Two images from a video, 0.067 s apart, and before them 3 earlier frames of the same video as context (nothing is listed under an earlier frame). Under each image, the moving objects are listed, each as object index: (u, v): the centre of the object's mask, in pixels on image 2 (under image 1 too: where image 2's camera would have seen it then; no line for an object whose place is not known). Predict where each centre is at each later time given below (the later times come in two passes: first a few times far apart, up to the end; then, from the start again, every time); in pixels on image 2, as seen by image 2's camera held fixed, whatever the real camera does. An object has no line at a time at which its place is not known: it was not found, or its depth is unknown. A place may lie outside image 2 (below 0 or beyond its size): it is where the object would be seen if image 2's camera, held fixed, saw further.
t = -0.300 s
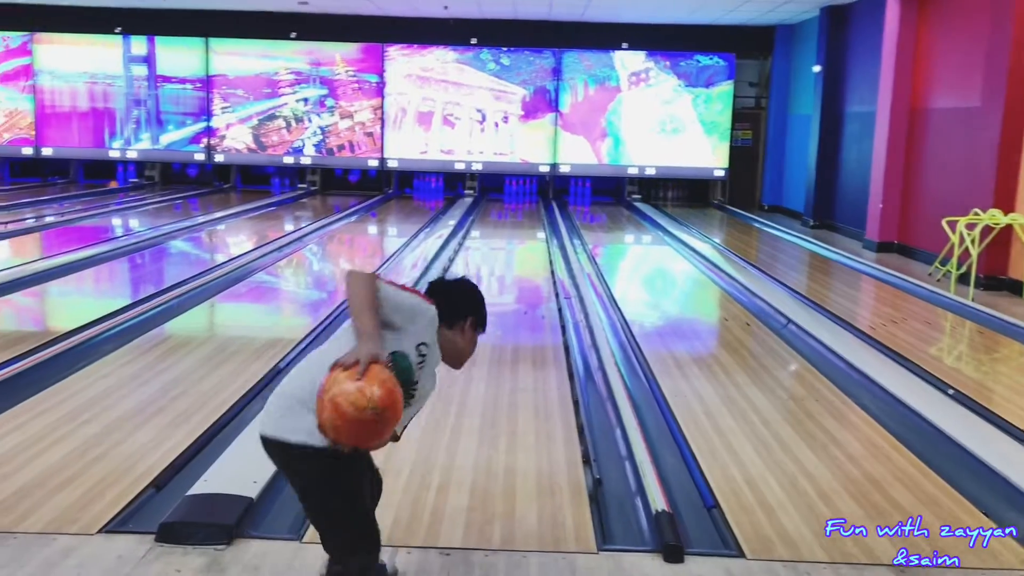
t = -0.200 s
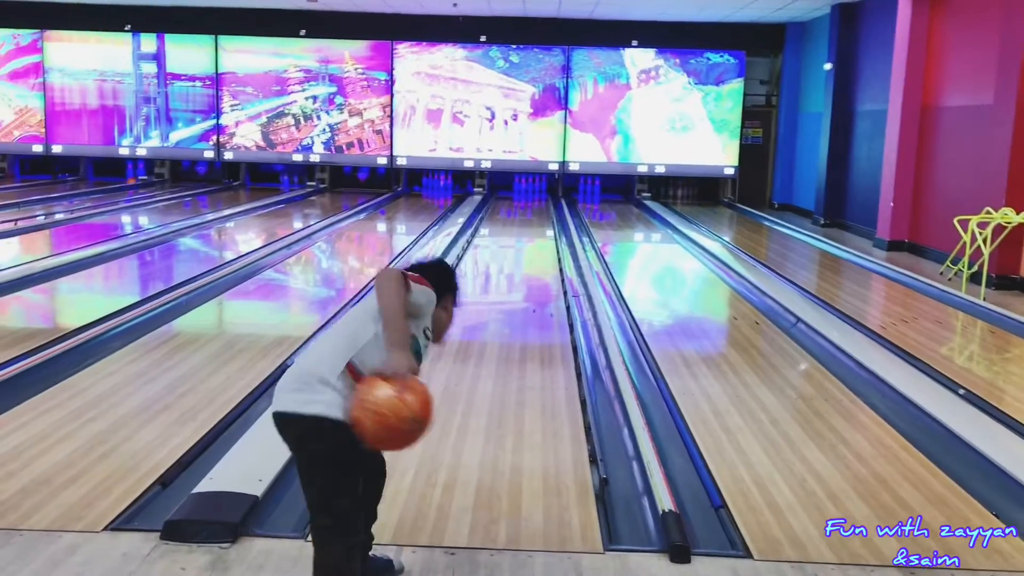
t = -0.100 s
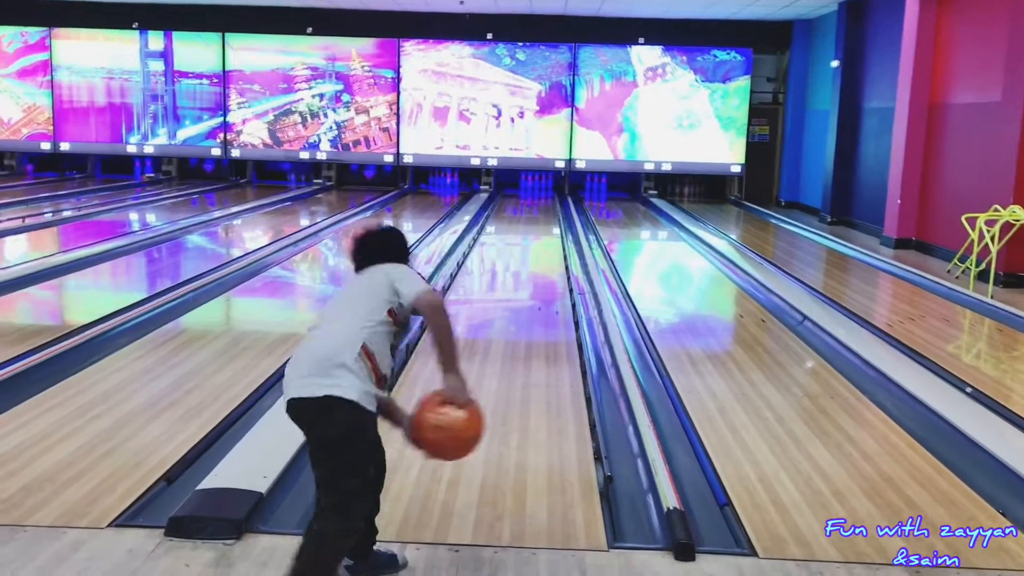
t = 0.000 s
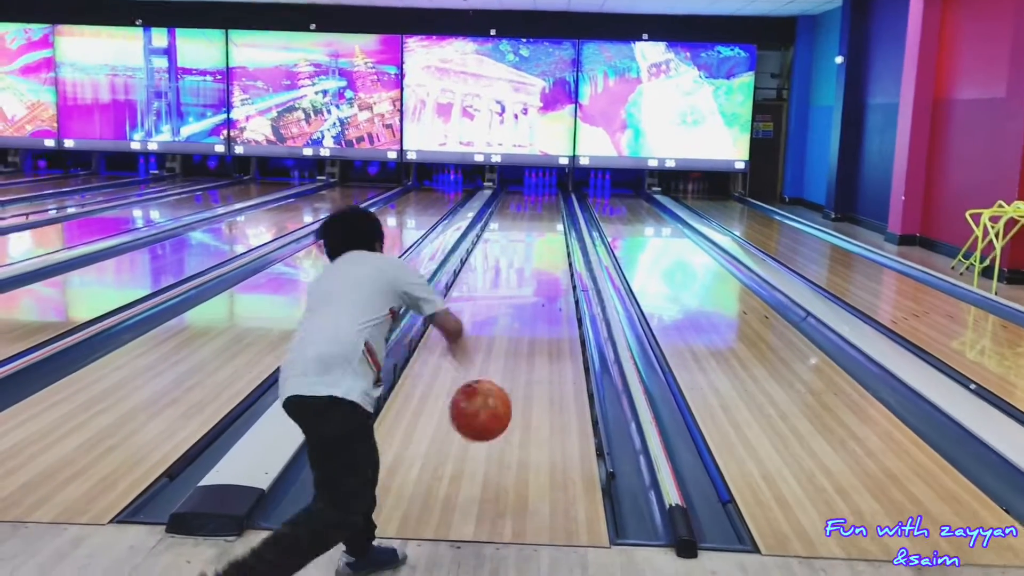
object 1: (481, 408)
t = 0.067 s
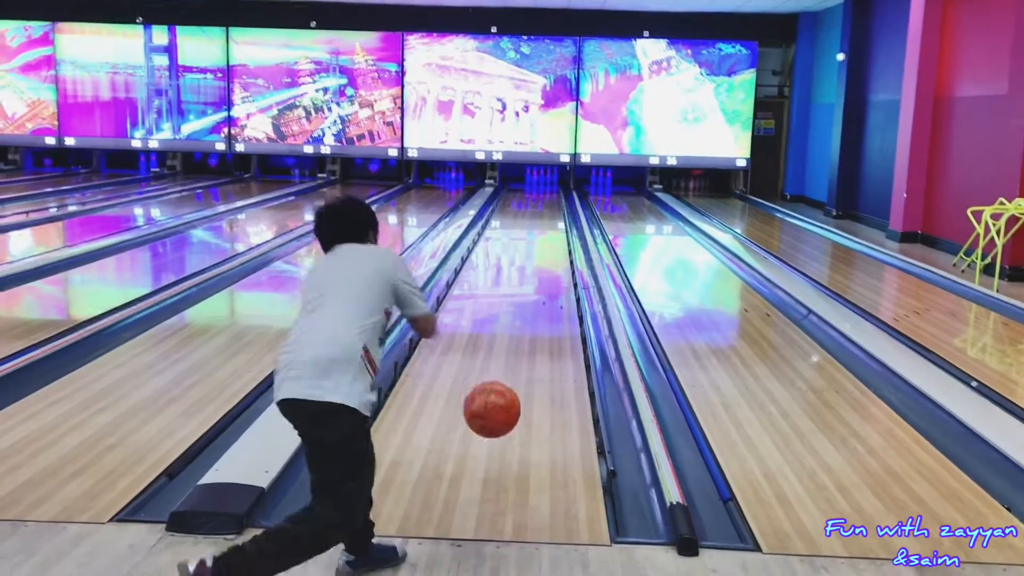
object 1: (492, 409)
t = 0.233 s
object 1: (511, 418)
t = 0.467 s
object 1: (527, 361)
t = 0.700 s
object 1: (538, 321)
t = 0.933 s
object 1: (544, 293)
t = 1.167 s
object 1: (548, 272)
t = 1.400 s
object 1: (551, 256)
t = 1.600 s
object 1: (553, 245)
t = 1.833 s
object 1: (553, 234)
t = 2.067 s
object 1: (554, 224)
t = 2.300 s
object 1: (553, 217)
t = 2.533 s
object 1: (551, 210)
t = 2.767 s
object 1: (549, 205)
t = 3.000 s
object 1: (546, 200)
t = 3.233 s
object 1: (543, 196)
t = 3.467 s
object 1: (539, 193)
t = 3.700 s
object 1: (536, 189)
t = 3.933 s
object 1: (533, 186)
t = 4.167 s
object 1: (531, 185)
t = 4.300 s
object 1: (529, 183)
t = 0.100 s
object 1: (497, 414)
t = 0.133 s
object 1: (500, 420)
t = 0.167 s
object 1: (504, 429)
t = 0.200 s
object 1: (508, 431)
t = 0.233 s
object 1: (511, 418)
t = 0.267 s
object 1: (513, 409)
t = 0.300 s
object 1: (516, 400)
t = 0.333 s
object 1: (519, 392)
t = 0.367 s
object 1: (521, 383)
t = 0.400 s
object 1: (524, 375)
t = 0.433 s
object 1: (526, 368)
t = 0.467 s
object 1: (527, 361)
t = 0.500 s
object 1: (530, 354)
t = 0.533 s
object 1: (531, 348)
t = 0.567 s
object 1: (533, 343)
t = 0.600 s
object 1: (534, 337)
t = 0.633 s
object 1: (535, 332)
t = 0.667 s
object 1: (537, 326)
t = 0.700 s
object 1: (538, 321)
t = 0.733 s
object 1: (539, 317)
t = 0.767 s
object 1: (540, 312)
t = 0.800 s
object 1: (541, 308)
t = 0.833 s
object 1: (542, 304)
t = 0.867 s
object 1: (542, 300)
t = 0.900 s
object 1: (544, 297)
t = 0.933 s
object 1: (544, 293)
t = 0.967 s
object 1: (545, 290)
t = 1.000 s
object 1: (546, 287)
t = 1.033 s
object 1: (546, 283)
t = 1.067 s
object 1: (547, 280)
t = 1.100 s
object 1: (547, 278)
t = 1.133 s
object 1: (548, 275)
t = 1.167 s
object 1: (548, 272)
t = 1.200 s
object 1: (549, 270)
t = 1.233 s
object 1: (549, 267)
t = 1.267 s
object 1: (550, 265)
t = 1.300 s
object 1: (550, 263)
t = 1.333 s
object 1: (551, 261)
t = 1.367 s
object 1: (551, 258)
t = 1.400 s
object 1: (551, 256)
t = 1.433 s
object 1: (552, 254)
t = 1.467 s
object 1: (552, 252)
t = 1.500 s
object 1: (552, 250)
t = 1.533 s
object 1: (552, 248)
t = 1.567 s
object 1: (553, 247)
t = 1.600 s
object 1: (553, 245)
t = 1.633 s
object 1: (553, 243)
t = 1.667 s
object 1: (553, 241)
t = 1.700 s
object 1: (553, 240)
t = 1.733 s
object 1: (553, 238)
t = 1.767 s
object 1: (553, 237)
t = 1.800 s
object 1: (554, 235)
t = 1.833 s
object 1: (553, 234)
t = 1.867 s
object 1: (553, 232)
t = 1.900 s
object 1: (553, 231)
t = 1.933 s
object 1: (554, 230)
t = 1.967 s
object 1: (554, 229)
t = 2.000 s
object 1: (553, 228)
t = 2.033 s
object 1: (553, 226)
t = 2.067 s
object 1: (554, 224)
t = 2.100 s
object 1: (553, 223)
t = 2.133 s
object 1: (553, 222)
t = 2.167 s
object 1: (553, 221)
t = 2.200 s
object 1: (553, 220)
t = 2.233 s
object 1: (553, 218)
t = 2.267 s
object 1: (553, 218)
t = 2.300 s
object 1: (553, 217)
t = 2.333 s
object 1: (553, 216)
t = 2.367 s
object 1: (553, 215)
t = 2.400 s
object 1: (552, 214)
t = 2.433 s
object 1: (552, 213)
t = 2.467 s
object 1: (552, 212)
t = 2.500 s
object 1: (551, 211)
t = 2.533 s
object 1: (551, 210)
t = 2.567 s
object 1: (551, 209)
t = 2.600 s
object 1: (550, 209)
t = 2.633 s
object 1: (550, 208)
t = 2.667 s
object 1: (550, 207)
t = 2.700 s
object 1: (549, 206)
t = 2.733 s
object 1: (549, 206)
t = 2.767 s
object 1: (549, 205)
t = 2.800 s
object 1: (549, 204)
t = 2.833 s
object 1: (548, 204)
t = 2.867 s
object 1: (548, 203)
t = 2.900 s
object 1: (547, 202)
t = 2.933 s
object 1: (547, 202)
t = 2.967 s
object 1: (546, 201)
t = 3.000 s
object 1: (546, 200)
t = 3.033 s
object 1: (545, 200)
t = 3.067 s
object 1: (545, 199)
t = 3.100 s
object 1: (545, 198)
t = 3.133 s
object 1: (544, 198)
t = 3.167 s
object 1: (544, 197)
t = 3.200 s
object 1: (543, 197)
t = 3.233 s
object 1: (543, 196)
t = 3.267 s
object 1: (542, 196)
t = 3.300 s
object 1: (542, 195)
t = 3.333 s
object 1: (541, 195)
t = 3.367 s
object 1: (541, 194)
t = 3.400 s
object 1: (540, 194)
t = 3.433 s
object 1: (540, 193)
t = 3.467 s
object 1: (539, 193)
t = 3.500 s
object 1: (539, 192)
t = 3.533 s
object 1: (539, 192)
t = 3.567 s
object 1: (538, 191)
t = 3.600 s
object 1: (538, 191)
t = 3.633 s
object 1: (537, 190)
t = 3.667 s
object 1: (537, 190)
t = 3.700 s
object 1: (536, 189)
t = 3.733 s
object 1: (536, 189)
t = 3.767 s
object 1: (535, 188)
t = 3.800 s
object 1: (535, 188)
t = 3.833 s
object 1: (534, 187)
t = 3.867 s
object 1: (534, 187)
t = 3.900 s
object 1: (534, 187)
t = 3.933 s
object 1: (533, 186)
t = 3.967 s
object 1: (533, 186)
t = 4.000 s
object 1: (533, 186)
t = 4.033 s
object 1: (533, 186)
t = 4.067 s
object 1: (533, 186)
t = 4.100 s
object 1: (532, 185)
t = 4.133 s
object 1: (531, 185)
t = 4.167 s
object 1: (531, 185)
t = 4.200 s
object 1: (530, 184)
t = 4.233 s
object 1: (530, 183)
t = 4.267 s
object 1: (530, 183)
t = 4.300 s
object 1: (529, 183)
